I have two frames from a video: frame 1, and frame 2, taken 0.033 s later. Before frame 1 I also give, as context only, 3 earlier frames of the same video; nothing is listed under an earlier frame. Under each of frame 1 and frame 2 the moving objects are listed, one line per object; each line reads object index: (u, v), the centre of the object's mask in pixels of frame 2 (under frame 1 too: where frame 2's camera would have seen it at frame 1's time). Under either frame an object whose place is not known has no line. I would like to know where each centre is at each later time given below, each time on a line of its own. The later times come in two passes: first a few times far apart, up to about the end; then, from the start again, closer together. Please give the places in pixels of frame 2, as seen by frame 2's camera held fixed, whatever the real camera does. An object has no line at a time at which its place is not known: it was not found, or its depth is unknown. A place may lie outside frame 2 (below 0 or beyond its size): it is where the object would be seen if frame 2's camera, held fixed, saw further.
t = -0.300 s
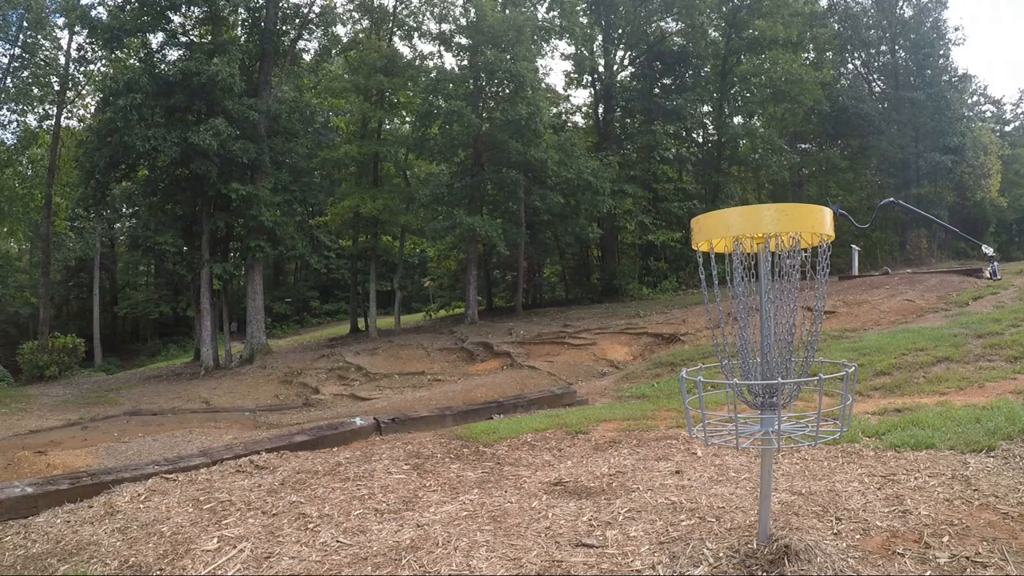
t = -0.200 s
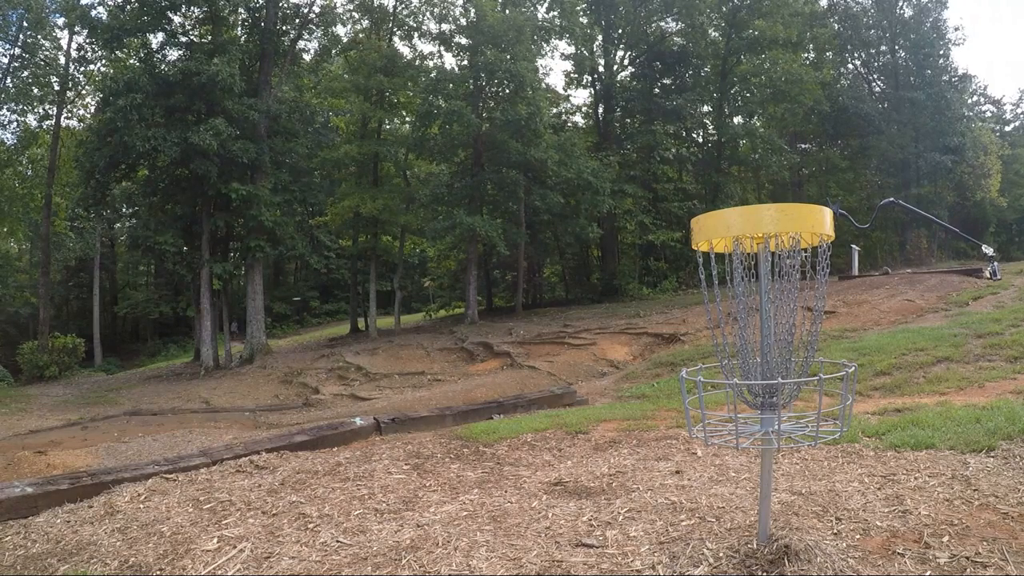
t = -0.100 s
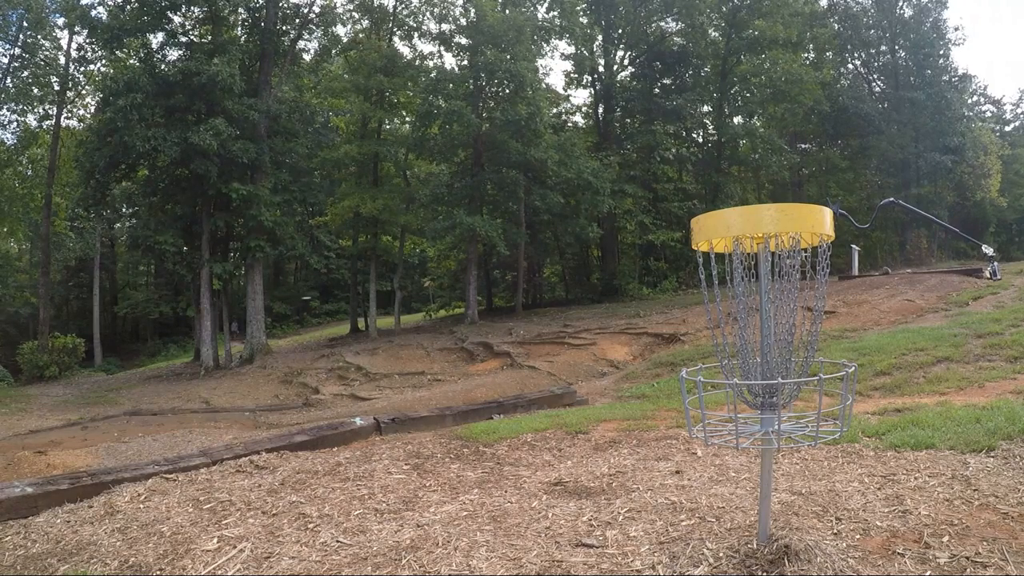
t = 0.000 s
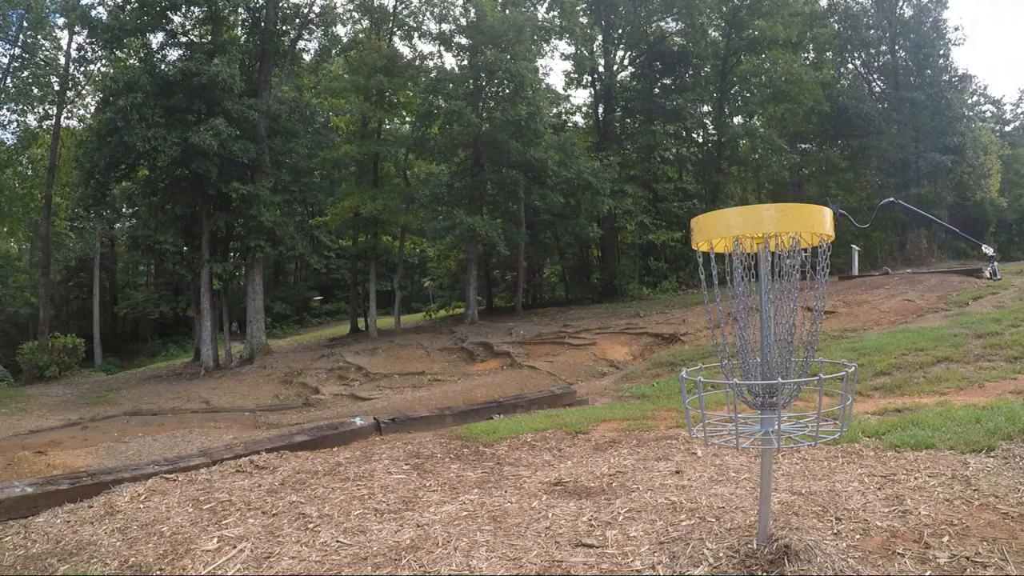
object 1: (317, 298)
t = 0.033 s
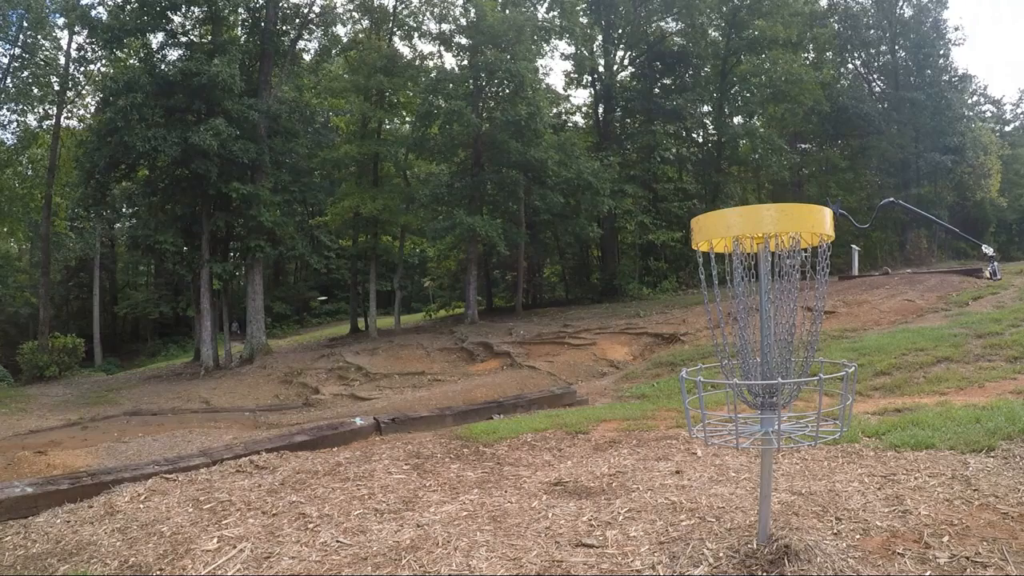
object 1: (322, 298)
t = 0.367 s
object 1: (384, 300)
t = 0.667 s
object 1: (520, 313)
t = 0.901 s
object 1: (728, 358)
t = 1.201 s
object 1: (719, 400)
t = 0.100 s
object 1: (331, 299)
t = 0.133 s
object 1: (336, 299)
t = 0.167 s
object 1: (341, 299)
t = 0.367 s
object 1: (384, 300)
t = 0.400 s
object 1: (392, 300)
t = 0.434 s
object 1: (402, 301)
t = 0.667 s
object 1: (520, 313)
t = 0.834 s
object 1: (719, 345)
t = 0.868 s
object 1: (727, 350)
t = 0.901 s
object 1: (728, 358)
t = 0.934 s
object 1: (726, 369)
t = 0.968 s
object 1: (717, 377)
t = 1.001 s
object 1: (707, 386)
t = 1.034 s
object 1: (710, 384)
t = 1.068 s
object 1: (713, 382)
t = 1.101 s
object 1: (715, 386)
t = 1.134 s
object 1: (718, 389)
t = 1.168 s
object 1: (719, 397)
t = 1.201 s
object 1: (719, 400)
